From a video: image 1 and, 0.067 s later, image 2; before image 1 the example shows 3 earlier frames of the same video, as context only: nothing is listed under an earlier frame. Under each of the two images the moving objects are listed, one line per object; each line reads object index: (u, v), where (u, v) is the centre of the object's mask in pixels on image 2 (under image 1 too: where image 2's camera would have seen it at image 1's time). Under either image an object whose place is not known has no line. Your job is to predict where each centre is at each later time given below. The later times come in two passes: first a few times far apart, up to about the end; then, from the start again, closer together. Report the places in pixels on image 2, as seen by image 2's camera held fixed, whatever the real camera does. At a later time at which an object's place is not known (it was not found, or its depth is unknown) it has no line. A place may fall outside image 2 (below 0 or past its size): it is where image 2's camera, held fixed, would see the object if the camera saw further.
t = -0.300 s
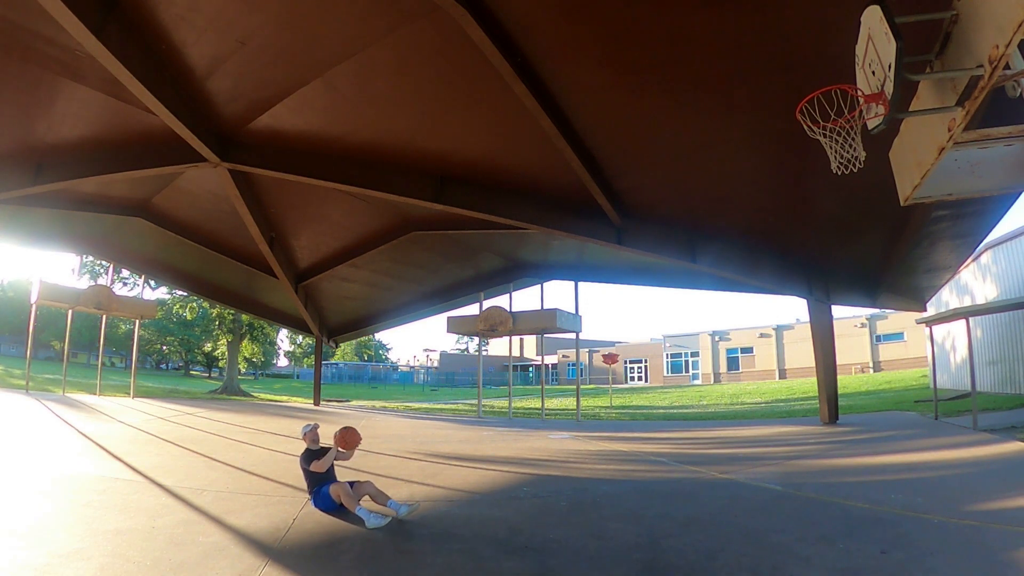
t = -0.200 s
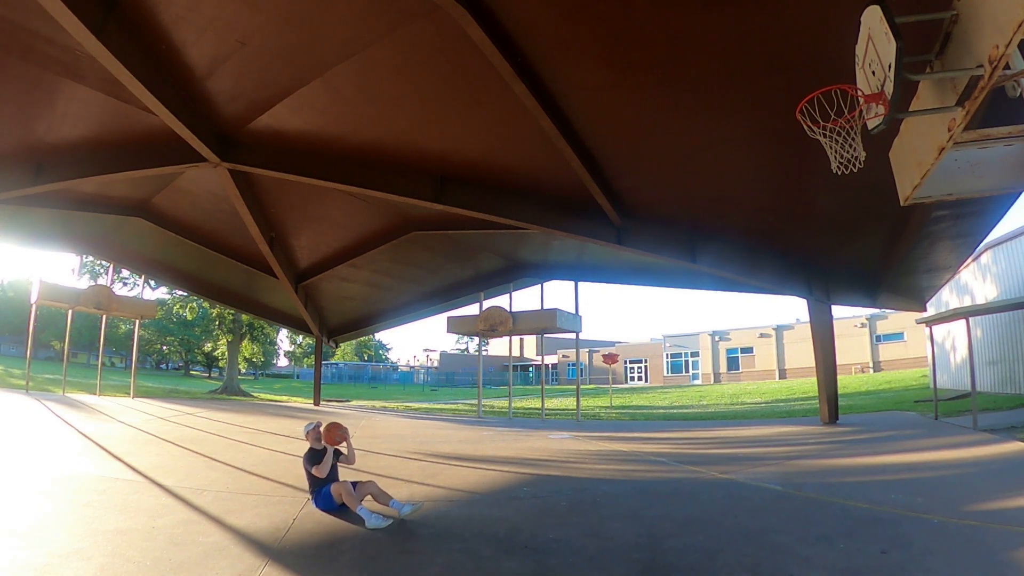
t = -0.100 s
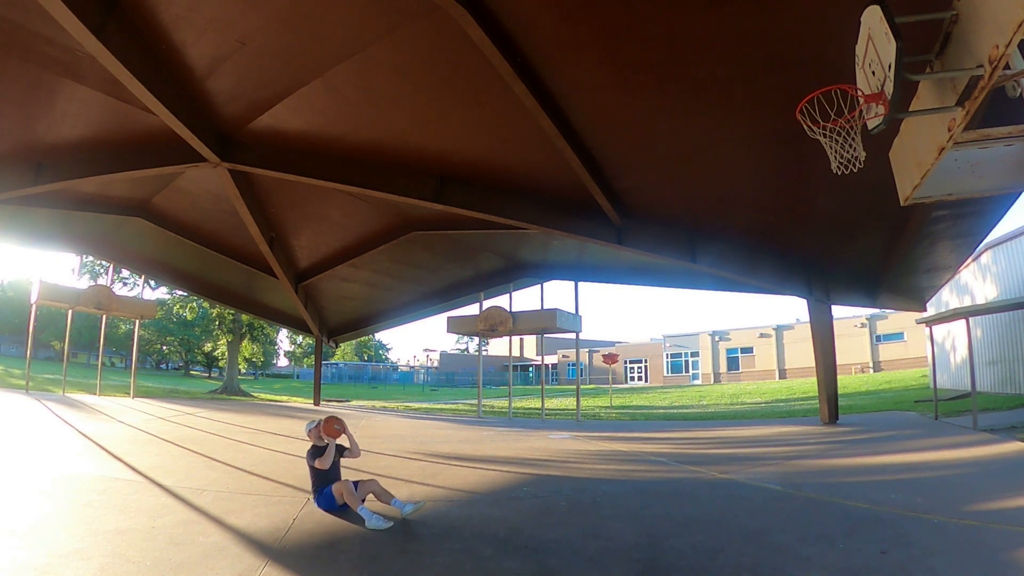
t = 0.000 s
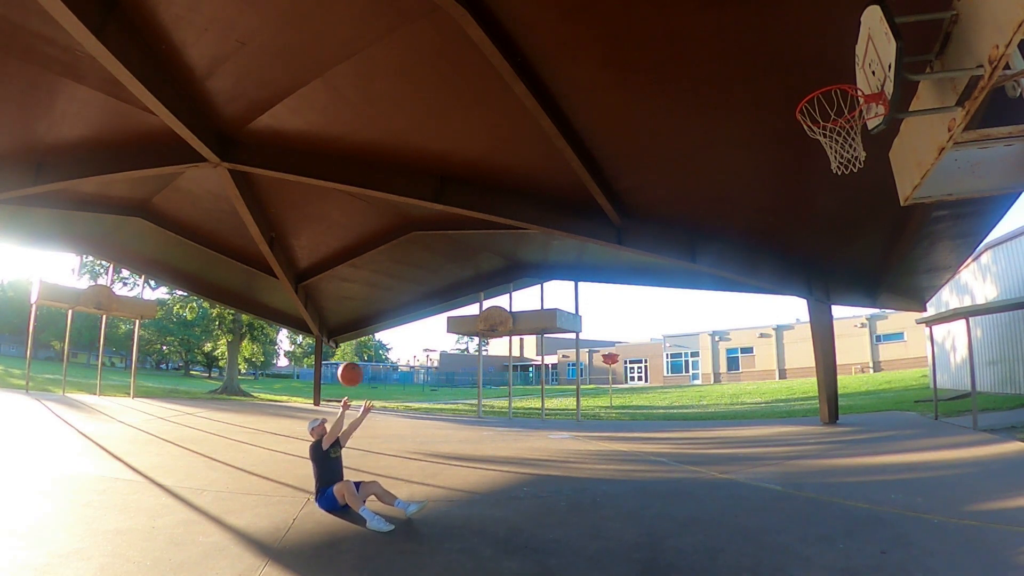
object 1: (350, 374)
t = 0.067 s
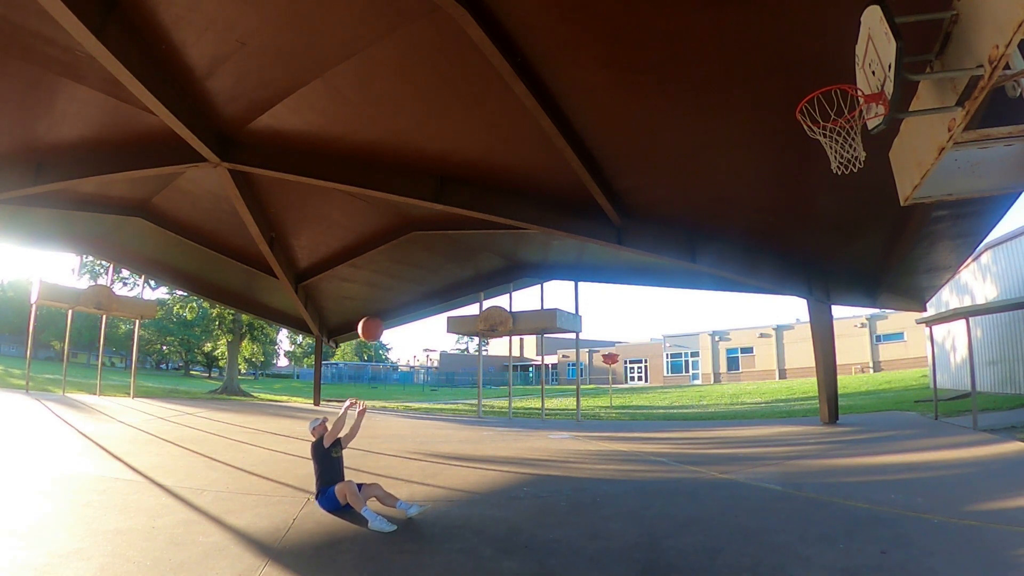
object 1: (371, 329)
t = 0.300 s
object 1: (454, 193)
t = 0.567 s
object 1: (563, 96)
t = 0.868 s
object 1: (713, 70)
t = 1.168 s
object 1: (812, 72)
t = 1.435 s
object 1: (842, 75)
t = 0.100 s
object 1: (382, 308)
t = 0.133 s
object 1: (393, 286)
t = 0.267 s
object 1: (441, 210)
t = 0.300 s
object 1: (454, 193)
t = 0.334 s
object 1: (467, 178)
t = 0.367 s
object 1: (480, 163)
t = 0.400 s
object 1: (493, 149)
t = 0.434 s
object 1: (506, 137)
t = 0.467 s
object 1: (521, 125)
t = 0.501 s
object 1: (534, 114)
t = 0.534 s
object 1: (549, 104)
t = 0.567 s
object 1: (563, 96)
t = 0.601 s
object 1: (578, 88)
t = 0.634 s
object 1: (593, 82)
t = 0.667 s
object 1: (609, 77)
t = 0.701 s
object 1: (625, 72)
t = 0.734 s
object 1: (641, 69)
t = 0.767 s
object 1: (658, 67)
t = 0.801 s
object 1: (676, 67)
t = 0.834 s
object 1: (694, 67)
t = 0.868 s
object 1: (713, 70)
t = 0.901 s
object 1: (733, 74)
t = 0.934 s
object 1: (753, 79)
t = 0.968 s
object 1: (774, 85)
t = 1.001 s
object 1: (793, 92)
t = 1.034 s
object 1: (797, 87)
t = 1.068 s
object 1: (800, 80)
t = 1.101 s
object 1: (804, 77)
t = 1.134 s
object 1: (808, 74)
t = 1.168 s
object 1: (812, 72)
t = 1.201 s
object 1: (817, 71)
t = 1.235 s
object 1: (822, 73)
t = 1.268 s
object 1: (827, 72)
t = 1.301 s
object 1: (832, 74)
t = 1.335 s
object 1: (837, 76)
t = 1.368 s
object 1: (839, 75)
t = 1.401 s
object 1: (841, 74)
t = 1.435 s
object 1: (842, 75)
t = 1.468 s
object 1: (845, 77)
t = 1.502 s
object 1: (848, 79)
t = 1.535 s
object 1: (851, 84)
